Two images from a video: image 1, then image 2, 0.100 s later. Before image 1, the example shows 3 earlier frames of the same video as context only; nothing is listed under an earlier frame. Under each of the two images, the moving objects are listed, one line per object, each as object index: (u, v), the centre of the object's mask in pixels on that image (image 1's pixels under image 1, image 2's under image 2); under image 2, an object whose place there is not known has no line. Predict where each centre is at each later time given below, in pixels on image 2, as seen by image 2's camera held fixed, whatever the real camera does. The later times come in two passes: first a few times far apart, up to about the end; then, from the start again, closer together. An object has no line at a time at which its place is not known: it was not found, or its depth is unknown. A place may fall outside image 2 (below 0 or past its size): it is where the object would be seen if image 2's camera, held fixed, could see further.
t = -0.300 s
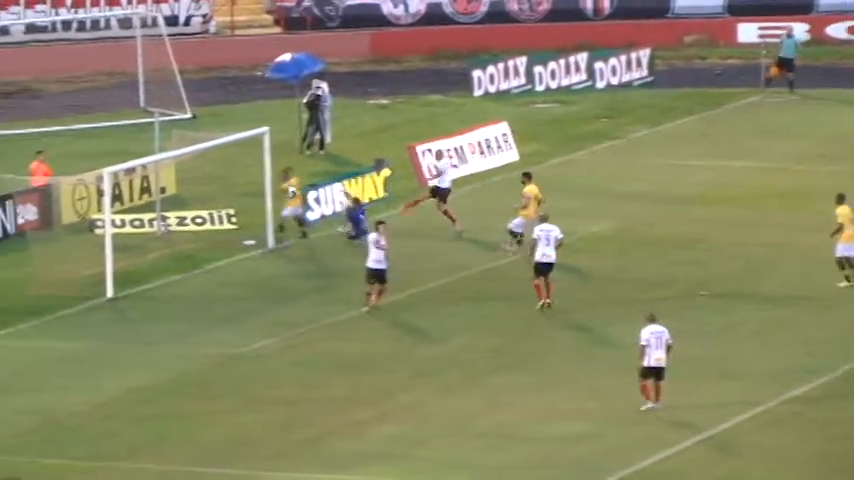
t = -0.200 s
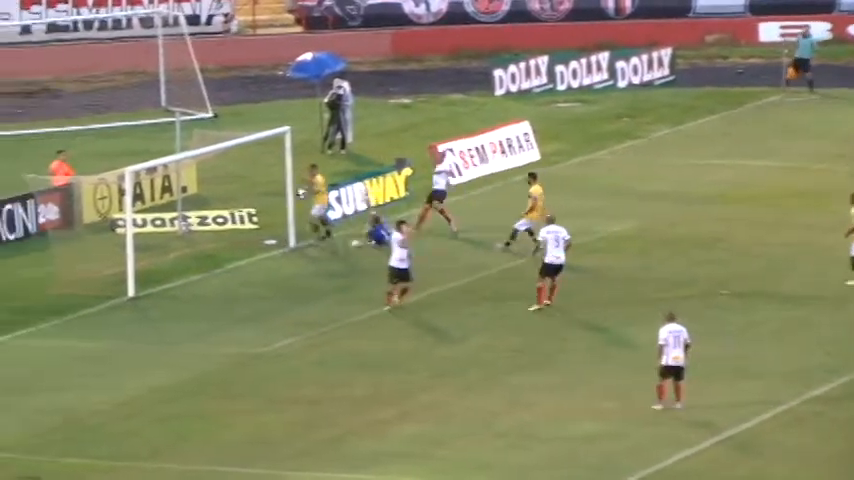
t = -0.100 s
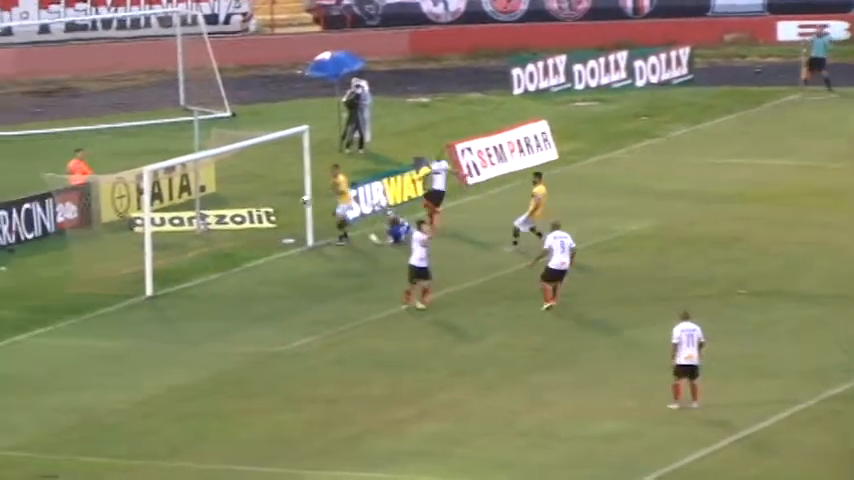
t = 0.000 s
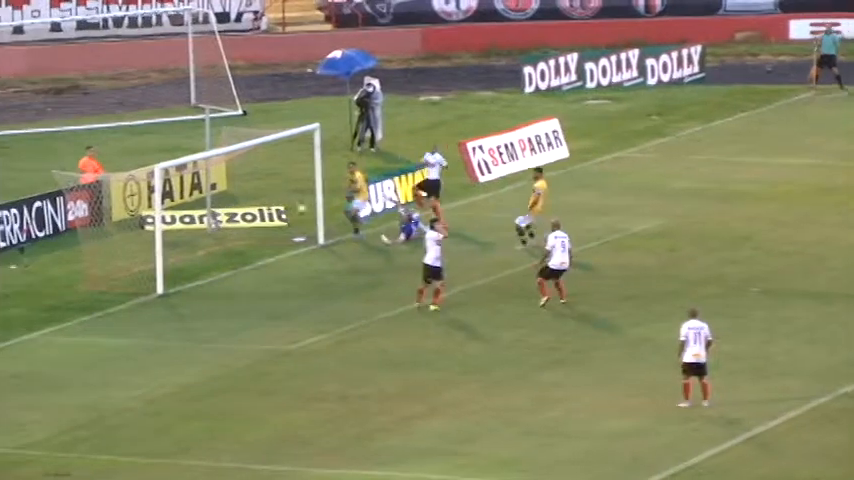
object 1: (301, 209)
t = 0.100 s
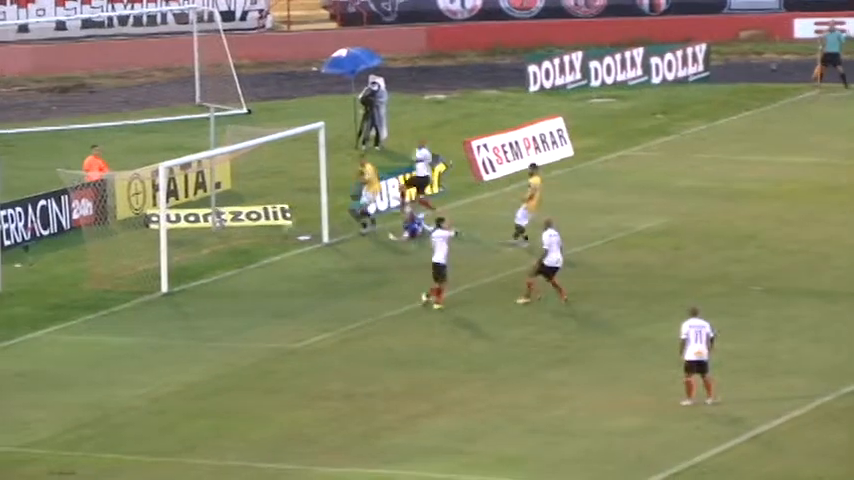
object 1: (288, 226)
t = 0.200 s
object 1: (271, 245)
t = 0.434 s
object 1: (224, 316)
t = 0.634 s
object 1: (185, 332)
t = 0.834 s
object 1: (147, 338)
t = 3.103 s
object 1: (-161, 527)
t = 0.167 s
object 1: (277, 238)
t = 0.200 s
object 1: (271, 245)
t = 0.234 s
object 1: (264, 253)
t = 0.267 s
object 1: (258, 262)
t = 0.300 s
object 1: (251, 271)
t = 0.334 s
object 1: (244, 283)
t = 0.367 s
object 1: (237, 292)
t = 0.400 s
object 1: (230, 304)
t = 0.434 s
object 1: (224, 316)
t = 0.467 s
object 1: (216, 328)
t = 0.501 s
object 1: (208, 339)
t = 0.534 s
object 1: (203, 336)
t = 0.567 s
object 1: (198, 335)
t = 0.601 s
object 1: (192, 333)
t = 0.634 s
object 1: (185, 332)
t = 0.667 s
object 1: (179, 331)
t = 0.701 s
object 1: (172, 332)
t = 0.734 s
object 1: (166, 332)
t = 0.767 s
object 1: (160, 332)
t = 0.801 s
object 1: (154, 336)
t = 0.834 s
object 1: (147, 338)
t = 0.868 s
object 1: (140, 341)
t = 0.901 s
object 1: (133, 347)
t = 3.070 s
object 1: (-157, 524)
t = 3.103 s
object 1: (-161, 527)
